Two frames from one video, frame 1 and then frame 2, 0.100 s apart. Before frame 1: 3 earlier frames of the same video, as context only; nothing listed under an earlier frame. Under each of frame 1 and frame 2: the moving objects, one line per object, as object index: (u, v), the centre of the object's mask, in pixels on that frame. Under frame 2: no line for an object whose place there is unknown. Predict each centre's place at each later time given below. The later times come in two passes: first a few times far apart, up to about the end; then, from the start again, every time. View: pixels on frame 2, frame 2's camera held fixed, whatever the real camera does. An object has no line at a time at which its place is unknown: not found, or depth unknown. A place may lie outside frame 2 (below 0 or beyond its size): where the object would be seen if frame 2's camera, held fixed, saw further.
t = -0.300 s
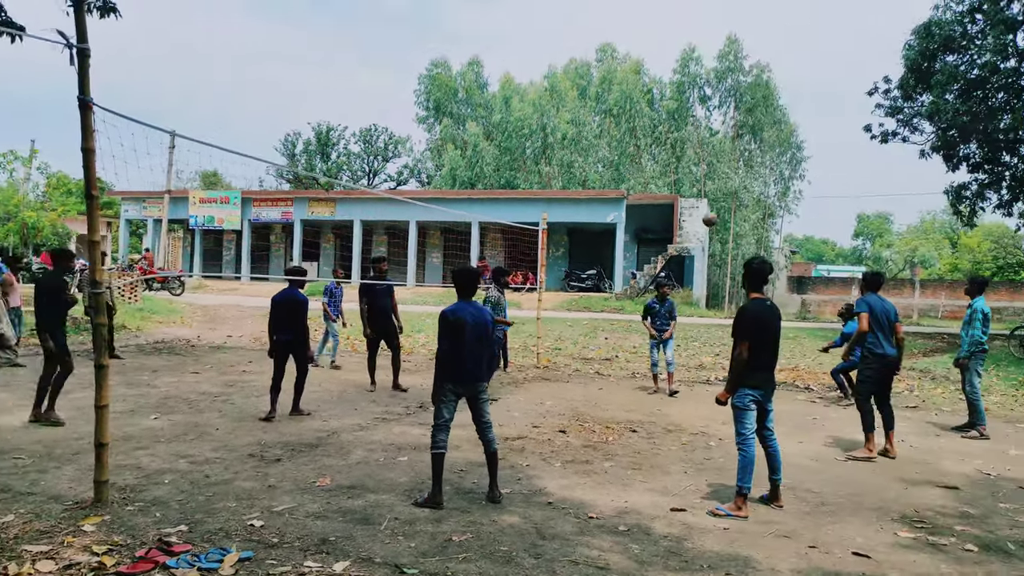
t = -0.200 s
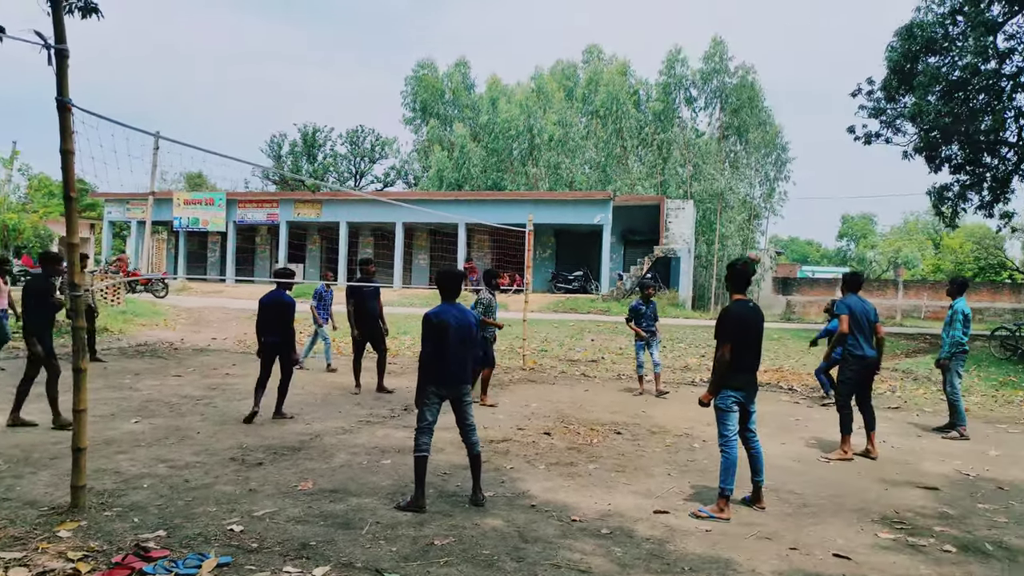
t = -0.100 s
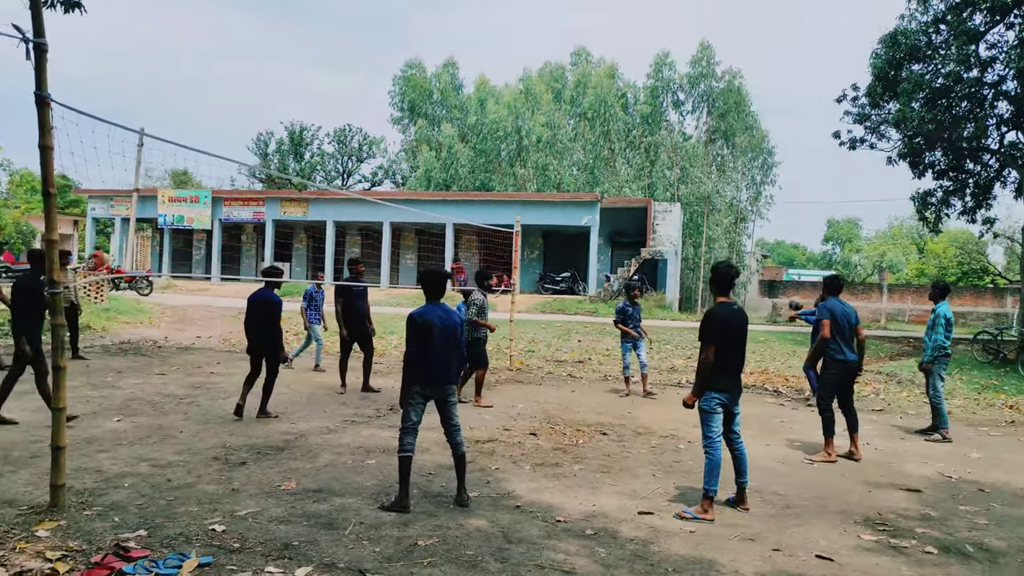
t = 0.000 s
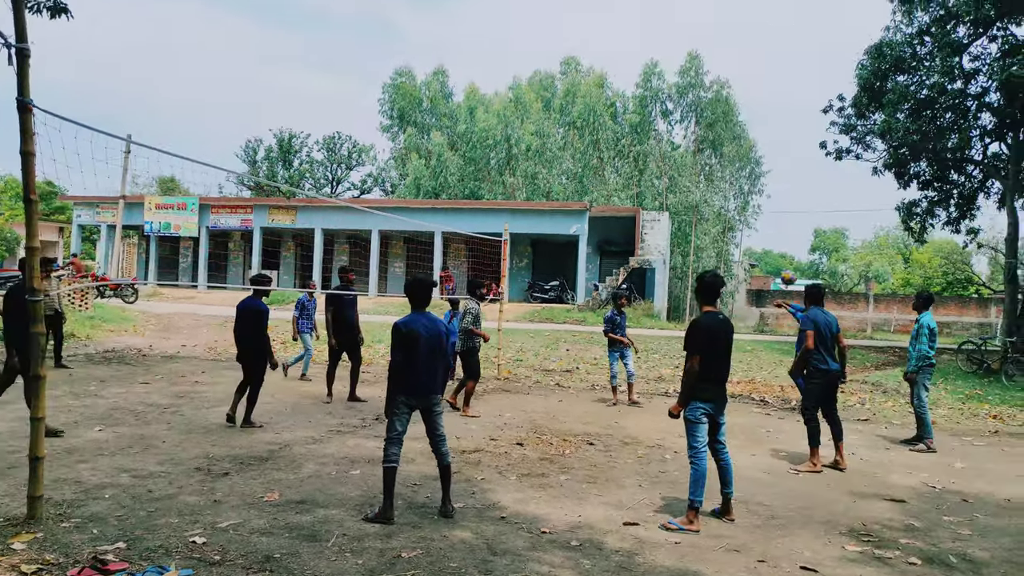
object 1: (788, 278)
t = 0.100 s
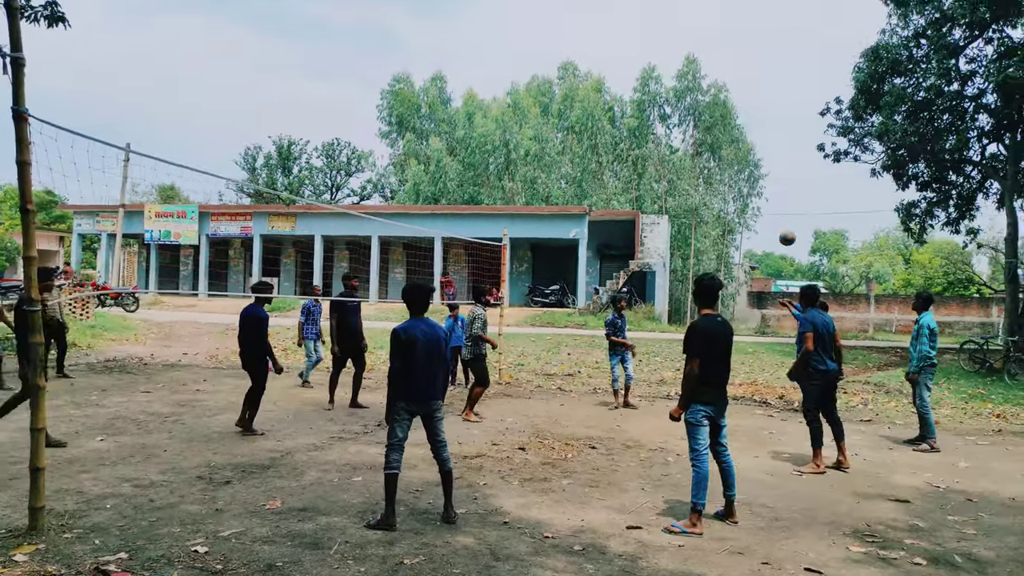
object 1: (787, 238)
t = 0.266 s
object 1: (785, 179)
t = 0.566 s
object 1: (784, 114)
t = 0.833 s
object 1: (783, 115)
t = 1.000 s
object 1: (782, 156)
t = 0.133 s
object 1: (786, 225)
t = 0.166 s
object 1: (786, 213)
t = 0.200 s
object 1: (786, 201)
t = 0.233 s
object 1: (786, 190)
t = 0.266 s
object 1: (785, 179)
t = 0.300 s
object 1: (785, 170)
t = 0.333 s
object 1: (785, 160)
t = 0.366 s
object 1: (785, 151)
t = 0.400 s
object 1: (785, 142)
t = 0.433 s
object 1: (785, 135)
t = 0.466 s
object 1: (785, 129)
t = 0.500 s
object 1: (784, 123)
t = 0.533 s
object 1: (784, 118)
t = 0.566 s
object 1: (784, 114)
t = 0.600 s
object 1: (784, 111)
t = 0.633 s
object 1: (784, 108)
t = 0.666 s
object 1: (784, 106)
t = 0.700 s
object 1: (784, 106)
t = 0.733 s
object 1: (784, 106)
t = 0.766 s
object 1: (783, 108)
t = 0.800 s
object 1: (783, 111)
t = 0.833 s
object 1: (783, 115)
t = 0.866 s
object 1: (782, 120)
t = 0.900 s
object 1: (782, 127)
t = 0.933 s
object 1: (783, 135)
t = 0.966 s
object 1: (783, 145)
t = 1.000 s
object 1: (782, 156)
